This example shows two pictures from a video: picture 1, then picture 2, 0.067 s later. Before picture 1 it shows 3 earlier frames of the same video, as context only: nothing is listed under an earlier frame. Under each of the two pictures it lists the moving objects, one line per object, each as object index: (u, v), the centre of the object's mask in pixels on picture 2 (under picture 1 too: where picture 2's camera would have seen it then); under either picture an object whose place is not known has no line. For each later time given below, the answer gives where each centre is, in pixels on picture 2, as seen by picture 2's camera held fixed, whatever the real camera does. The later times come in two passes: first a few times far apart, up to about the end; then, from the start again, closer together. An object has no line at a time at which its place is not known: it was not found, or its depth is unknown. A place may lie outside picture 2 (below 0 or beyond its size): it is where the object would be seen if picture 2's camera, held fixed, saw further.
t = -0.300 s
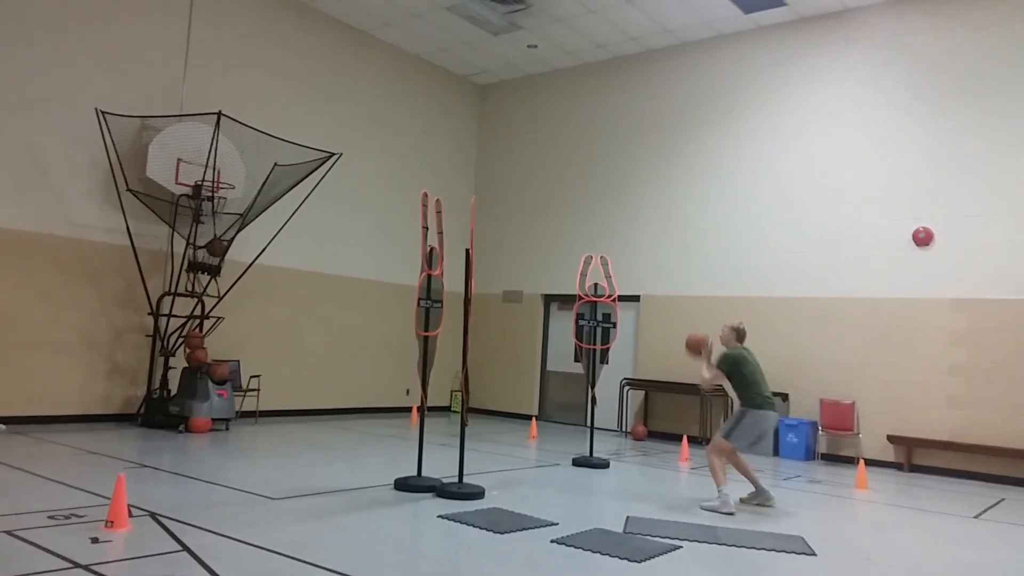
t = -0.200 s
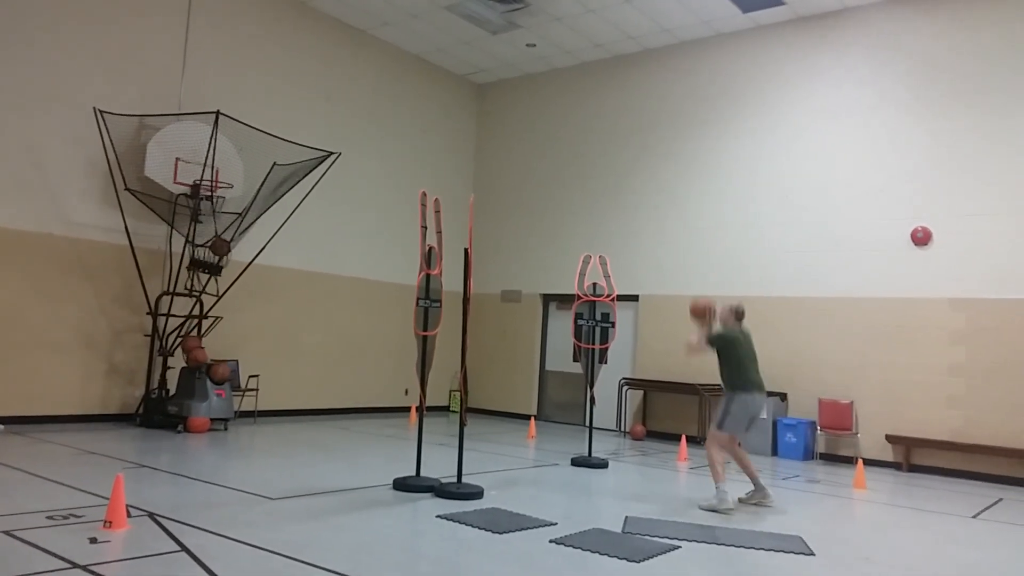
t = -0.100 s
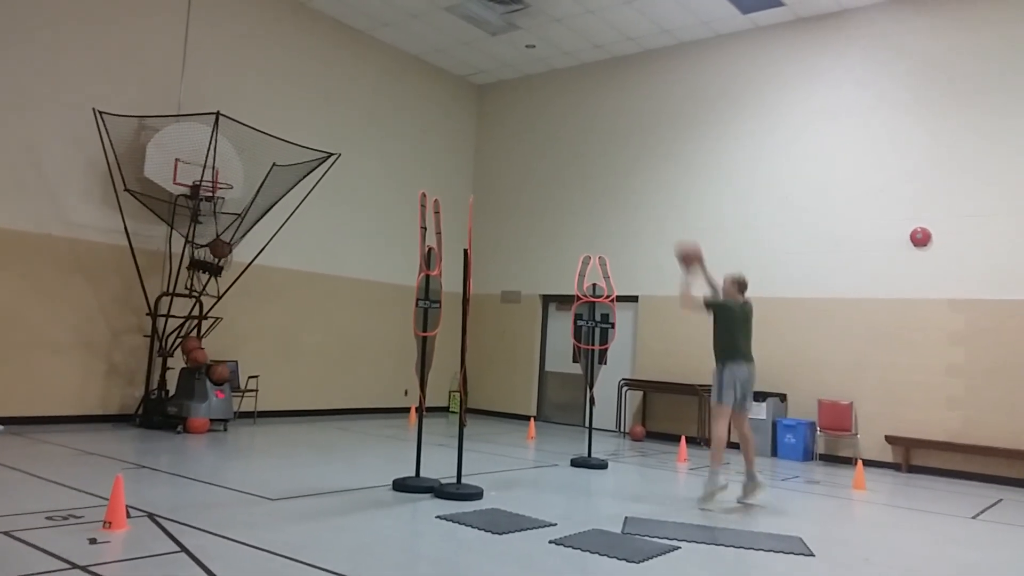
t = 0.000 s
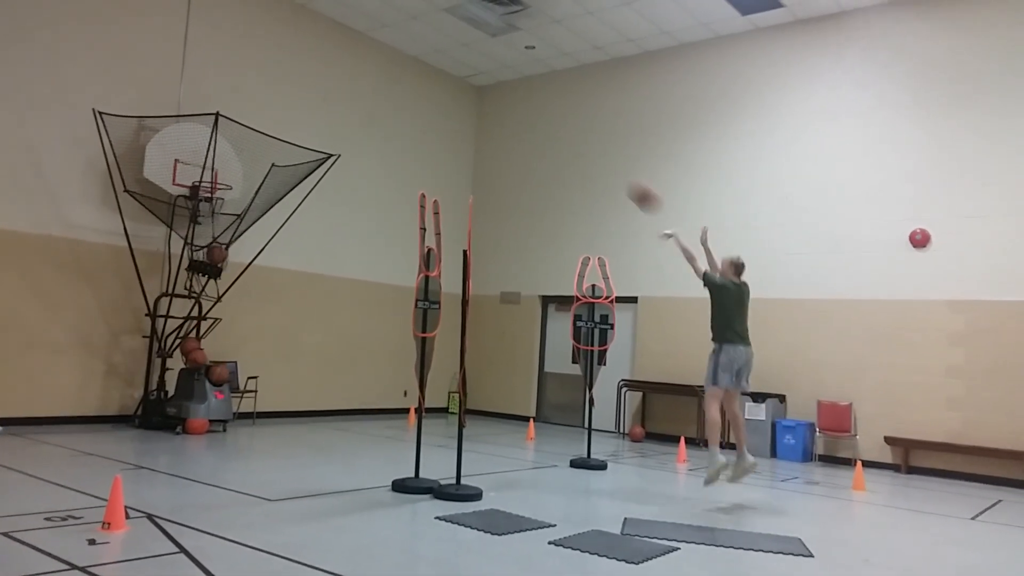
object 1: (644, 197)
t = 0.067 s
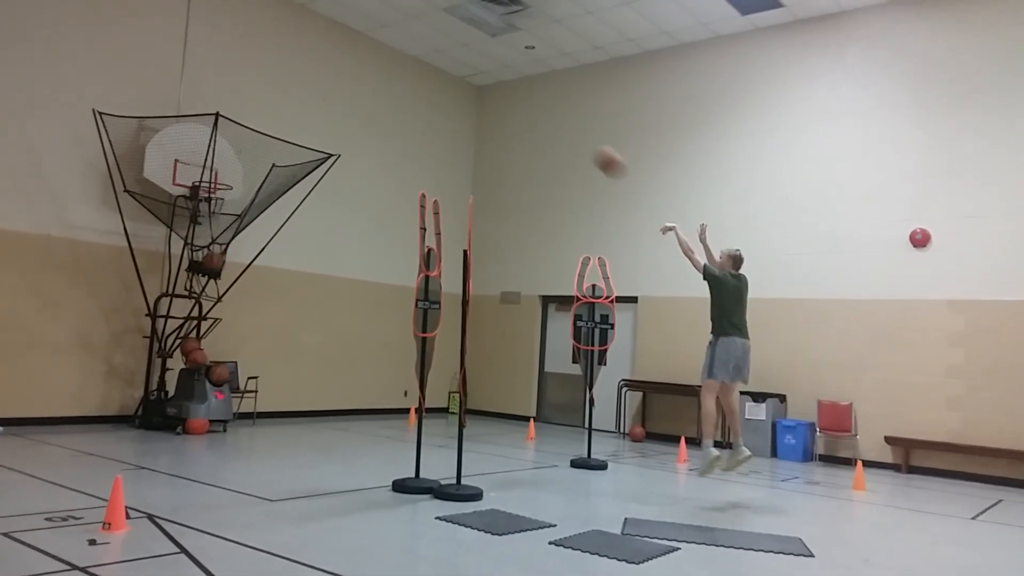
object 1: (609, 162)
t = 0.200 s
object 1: (545, 112)
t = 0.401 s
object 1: (454, 74)
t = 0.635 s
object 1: (358, 75)
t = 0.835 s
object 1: (282, 110)
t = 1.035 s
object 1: (211, 175)
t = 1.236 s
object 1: (214, 170)
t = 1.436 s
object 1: (248, 163)
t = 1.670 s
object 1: (283, 192)
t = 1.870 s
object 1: (282, 202)
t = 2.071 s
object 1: (254, 206)
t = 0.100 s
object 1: (592, 148)
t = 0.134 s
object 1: (577, 135)
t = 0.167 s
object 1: (560, 123)
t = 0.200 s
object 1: (545, 112)
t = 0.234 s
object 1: (529, 103)
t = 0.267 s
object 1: (513, 95)
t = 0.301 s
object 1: (498, 88)
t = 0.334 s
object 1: (483, 81)
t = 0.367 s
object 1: (469, 77)
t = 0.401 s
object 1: (454, 74)
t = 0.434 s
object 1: (439, 71)
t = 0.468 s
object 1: (425, 69)
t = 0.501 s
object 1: (412, 68)
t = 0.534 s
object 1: (398, 69)
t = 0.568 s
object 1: (385, 70)
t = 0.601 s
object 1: (371, 72)
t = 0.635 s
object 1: (358, 75)
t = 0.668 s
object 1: (346, 79)
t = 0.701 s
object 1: (332, 83)
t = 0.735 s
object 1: (320, 89)
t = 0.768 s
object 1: (307, 95)
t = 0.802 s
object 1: (294, 102)
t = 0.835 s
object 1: (282, 110)
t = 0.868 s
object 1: (270, 118)
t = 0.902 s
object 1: (260, 127)
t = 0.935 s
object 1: (246, 139)
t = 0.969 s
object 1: (235, 150)
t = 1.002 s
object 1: (224, 161)
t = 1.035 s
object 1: (211, 175)
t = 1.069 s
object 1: (206, 178)
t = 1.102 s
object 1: (203, 179)
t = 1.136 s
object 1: (203, 177)
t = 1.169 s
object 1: (208, 175)
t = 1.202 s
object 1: (211, 172)
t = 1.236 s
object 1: (214, 170)
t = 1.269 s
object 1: (219, 167)
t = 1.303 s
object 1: (225, 164)
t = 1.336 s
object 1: (231, 163)
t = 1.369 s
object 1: (237, 162)
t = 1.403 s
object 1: (243, 162)
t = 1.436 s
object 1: (248, 163)
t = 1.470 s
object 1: (253, 165)
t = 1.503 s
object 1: (258, 168)
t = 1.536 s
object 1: (264, 171)
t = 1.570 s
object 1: (269, 175)
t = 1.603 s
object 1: (275, 181)
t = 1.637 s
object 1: (279, 186)
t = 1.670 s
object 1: (283, 192)
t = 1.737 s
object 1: (288, 200)
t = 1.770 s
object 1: (289, 202)
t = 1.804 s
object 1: (288, 203)
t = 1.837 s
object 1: (286, 203)
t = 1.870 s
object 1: (282, 202)
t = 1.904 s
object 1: (278, 201)
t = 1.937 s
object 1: (274, 201)
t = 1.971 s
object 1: (269, 201)
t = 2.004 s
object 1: (264, 202)
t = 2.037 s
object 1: (260, 203)
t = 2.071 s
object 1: (254, 206)
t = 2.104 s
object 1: (248, 209)
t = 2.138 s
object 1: (243, 213)
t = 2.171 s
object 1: (238, 217)
